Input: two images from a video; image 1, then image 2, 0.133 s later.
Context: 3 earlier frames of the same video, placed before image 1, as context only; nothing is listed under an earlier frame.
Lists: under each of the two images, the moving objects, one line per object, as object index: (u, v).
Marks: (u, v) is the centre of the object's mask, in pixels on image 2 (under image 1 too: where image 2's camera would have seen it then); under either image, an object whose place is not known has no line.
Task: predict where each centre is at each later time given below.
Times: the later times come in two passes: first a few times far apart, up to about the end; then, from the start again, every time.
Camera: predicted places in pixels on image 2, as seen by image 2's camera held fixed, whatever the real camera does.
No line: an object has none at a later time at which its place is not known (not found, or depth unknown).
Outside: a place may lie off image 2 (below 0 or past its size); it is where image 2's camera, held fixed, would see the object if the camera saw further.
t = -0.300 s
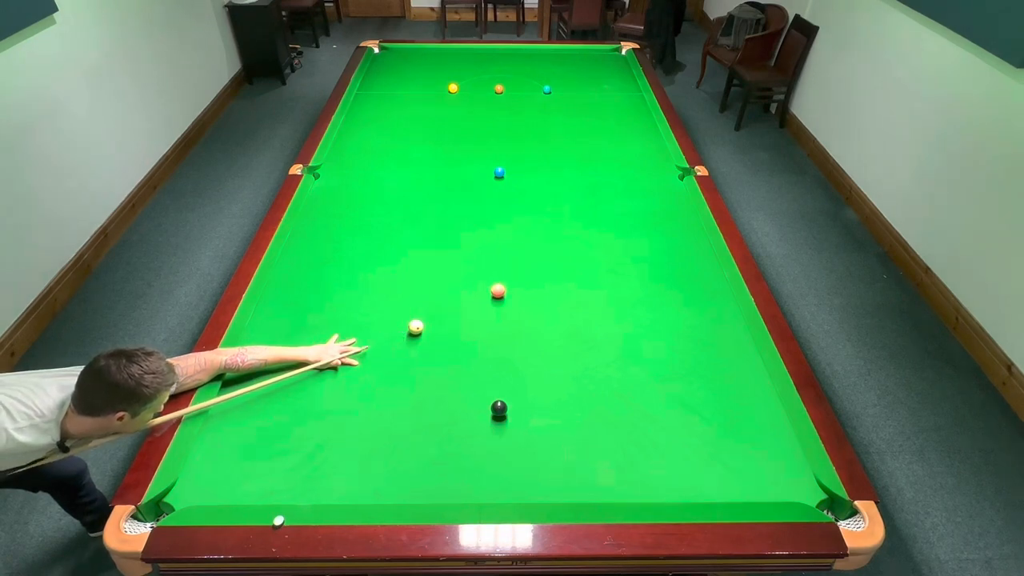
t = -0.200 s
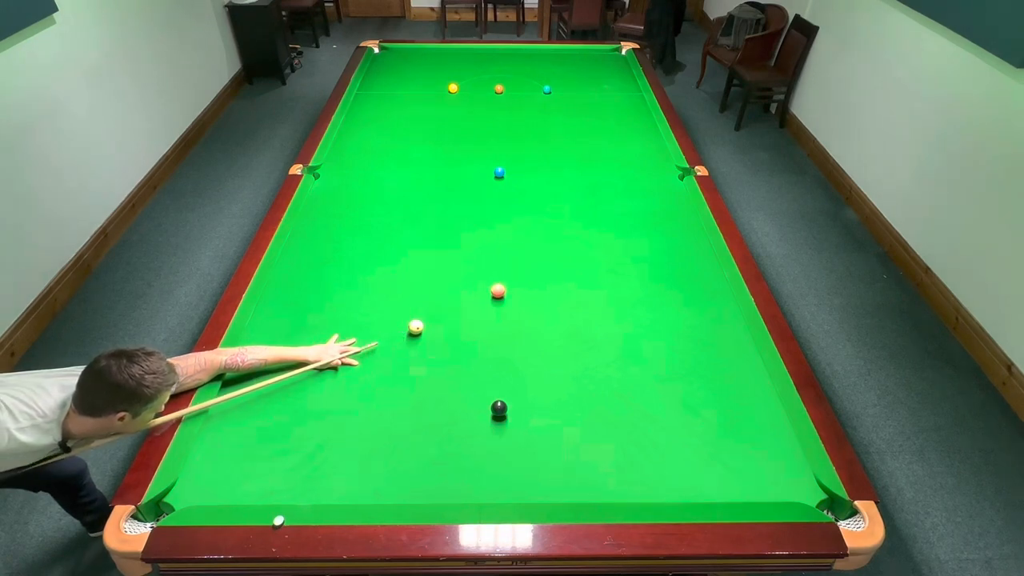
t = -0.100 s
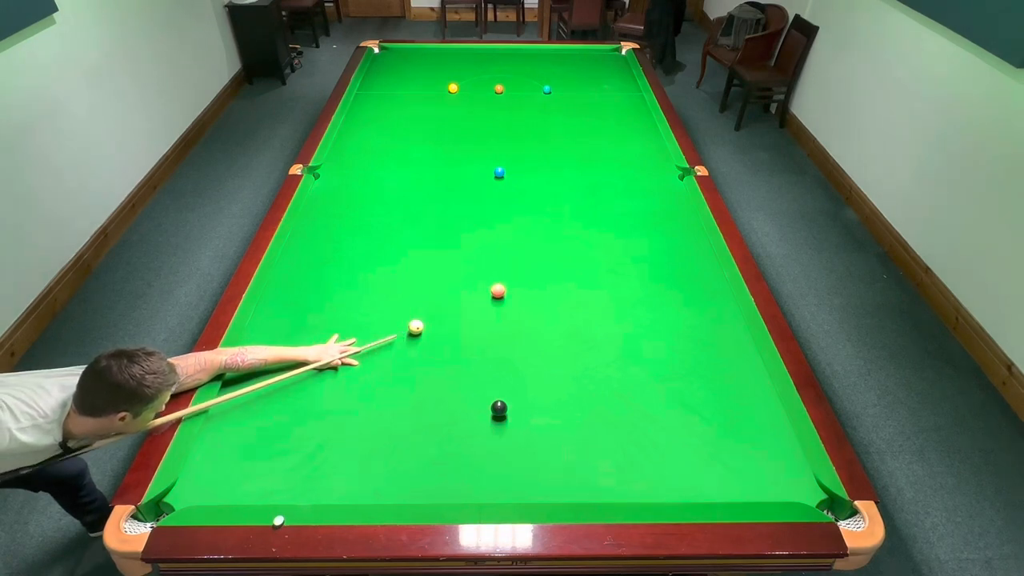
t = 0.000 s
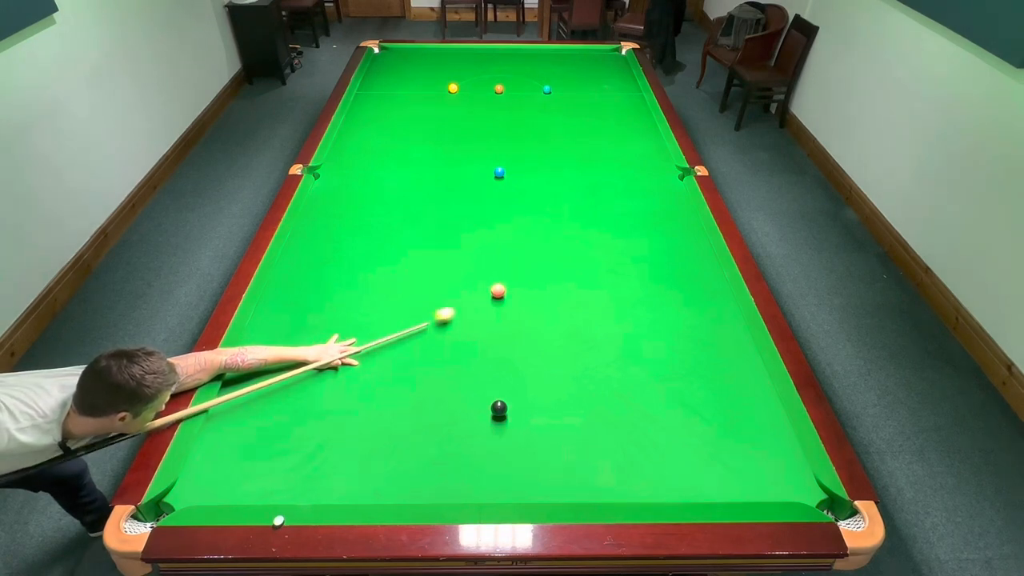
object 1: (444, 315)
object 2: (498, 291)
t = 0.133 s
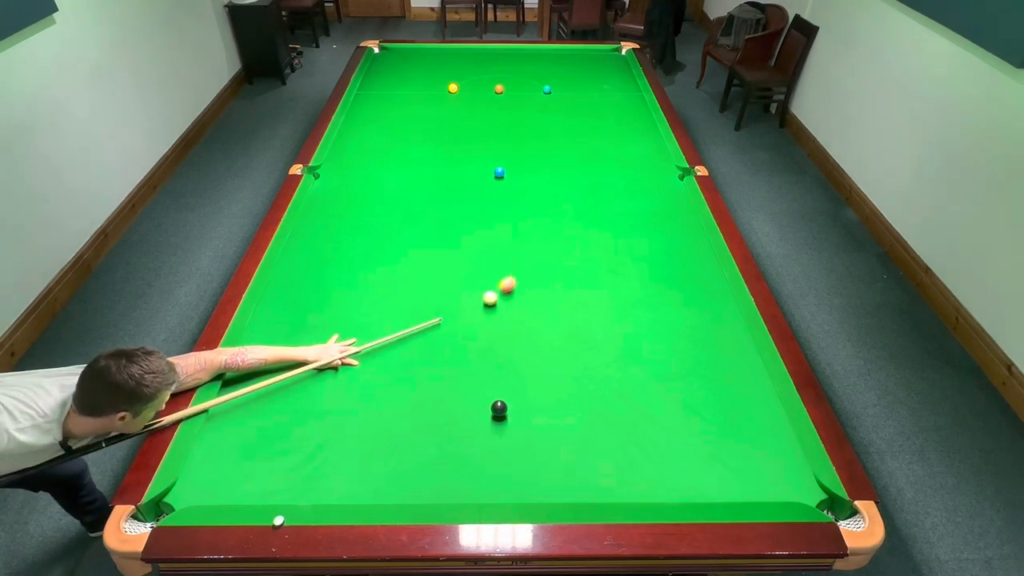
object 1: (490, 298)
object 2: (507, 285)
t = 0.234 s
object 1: (495, 301)
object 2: (534, 268)
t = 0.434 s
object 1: (504, 306)
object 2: (574, 243)
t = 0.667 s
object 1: (514, 312)
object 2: (613, 219)
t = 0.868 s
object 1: (522, 317)
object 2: (643, 200)
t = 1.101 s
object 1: (531, 322)
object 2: (673, 181)
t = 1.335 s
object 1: (539, 327)
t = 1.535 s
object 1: (545, 330)
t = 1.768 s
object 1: (551, 334)
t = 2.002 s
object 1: (557, 337)
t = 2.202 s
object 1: (561, 339)
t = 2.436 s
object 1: (565, 340)
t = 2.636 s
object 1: (567, 341)
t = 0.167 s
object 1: (492, 299)
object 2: (517, 279)
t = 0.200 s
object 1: (493, 300)
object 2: (525, 273)
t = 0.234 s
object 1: (495, 301)
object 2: (534, 268)
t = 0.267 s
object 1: (496, 302)
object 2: (541, 264)
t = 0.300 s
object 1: (498, 303)
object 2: (549, 259)
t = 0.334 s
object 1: (499, 304)
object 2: (555, 255)
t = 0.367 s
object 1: (501, 304)
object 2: (562, 251)
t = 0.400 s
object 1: (502, 306)
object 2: (568, 247)
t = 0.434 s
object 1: (504, 306)
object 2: (574, 243)
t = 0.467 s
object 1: (505, 307)
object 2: (580, 240)
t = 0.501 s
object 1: (507, 308)
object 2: (586, 236)
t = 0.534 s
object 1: (508, 309)
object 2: (591, 232)
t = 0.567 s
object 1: (510, 310)
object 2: (597, 229)
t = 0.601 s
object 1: (511, 311)
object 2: (603, 226)
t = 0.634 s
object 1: (513, 312)
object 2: (608, 222)
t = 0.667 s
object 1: (514, 312)
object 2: (613, 219)
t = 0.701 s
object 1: (516, 313)
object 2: (618, 216)
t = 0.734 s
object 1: (517, 314)
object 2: (623, 212)
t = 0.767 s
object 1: (518, 315)
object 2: (628, 210)
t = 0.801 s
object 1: (520, 316)
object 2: (633, 206)
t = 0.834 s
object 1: (521, 316)
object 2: (638, 204)
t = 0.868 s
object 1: (522, 317)
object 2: (643, 200)
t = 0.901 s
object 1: (523, 318)
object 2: (647, 198)
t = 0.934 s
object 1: (525, 319)
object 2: (652, 195)
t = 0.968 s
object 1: (526, 319)
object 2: (656, 192)
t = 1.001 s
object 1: (527, 320)
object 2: (661, 189)
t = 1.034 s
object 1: (529, 321)
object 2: (665, 186)
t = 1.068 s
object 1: (530, 321)
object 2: (669, 184)
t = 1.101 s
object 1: (531, 322)
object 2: (673, 181)
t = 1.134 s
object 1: (532, 323)
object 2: (677, 179)
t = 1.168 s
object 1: (533, 324)
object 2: (681, 176)
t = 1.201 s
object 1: (535, 324)
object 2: (685, 174)
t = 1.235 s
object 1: (536, 325)
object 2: (688, 174)
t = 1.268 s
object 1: (537, 326)
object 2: (690, 175)
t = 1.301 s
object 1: (538, 326)
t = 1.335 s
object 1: (539, 327)
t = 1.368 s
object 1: (540, 327)
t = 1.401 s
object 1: (541, 328)
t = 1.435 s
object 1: (542, 328)
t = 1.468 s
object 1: (543, 329)
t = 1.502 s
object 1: (544, 330)
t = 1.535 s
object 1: (545, 330)
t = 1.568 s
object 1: (546, 331)
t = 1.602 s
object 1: (547, 331)
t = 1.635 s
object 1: (548, 332)
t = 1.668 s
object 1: (549, 332)
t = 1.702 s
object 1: (550, 333)
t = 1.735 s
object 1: (551, 333)
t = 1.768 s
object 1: (551, 334)
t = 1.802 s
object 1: (552, 334)
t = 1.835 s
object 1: (553, 334)
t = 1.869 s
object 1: (554, 335)
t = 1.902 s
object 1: (555, 335)
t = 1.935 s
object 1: (555, 336)
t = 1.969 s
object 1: (556, 336)
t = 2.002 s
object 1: (557, 337)
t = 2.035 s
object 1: (557, 337)
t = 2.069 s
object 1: (558, 337)
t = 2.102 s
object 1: (559, 337)
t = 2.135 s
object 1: (560, 338)
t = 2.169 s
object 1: (560, 338)
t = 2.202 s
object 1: (561, 339)
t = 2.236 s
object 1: (561, 339)
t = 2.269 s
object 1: (562, 339)
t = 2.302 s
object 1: (563, 339)
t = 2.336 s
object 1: (563, 340)
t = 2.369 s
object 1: (564, 340)
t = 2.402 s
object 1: (564, 340)
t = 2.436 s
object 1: (565, 340)
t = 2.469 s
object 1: (565, 340)
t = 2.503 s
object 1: (566, 341)
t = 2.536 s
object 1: (566, 341)
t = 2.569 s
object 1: (567, 341)
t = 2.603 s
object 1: (567, 341)
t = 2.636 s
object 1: (567, 341)
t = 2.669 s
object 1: (568, 341)
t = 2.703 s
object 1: (568, 342)
